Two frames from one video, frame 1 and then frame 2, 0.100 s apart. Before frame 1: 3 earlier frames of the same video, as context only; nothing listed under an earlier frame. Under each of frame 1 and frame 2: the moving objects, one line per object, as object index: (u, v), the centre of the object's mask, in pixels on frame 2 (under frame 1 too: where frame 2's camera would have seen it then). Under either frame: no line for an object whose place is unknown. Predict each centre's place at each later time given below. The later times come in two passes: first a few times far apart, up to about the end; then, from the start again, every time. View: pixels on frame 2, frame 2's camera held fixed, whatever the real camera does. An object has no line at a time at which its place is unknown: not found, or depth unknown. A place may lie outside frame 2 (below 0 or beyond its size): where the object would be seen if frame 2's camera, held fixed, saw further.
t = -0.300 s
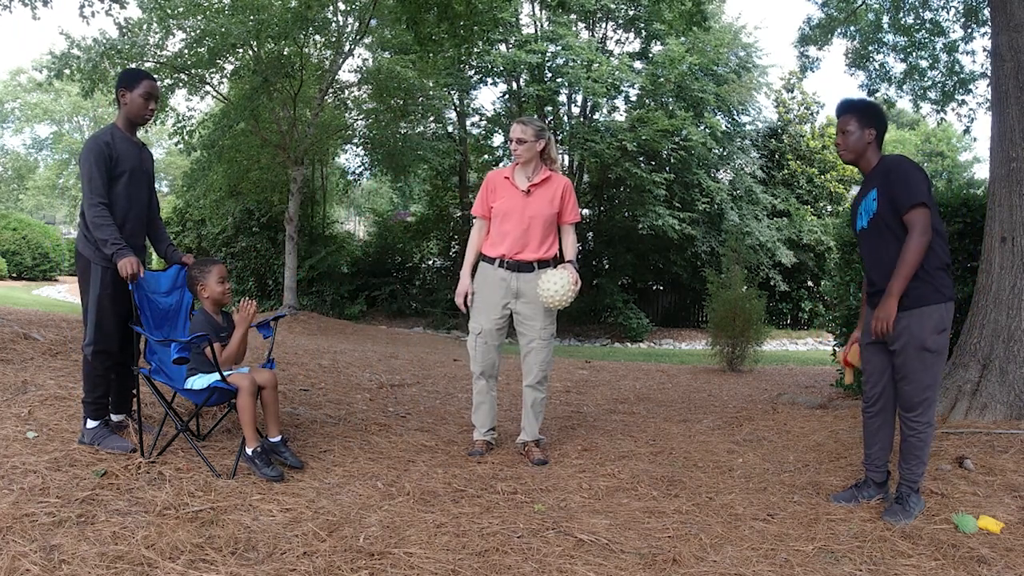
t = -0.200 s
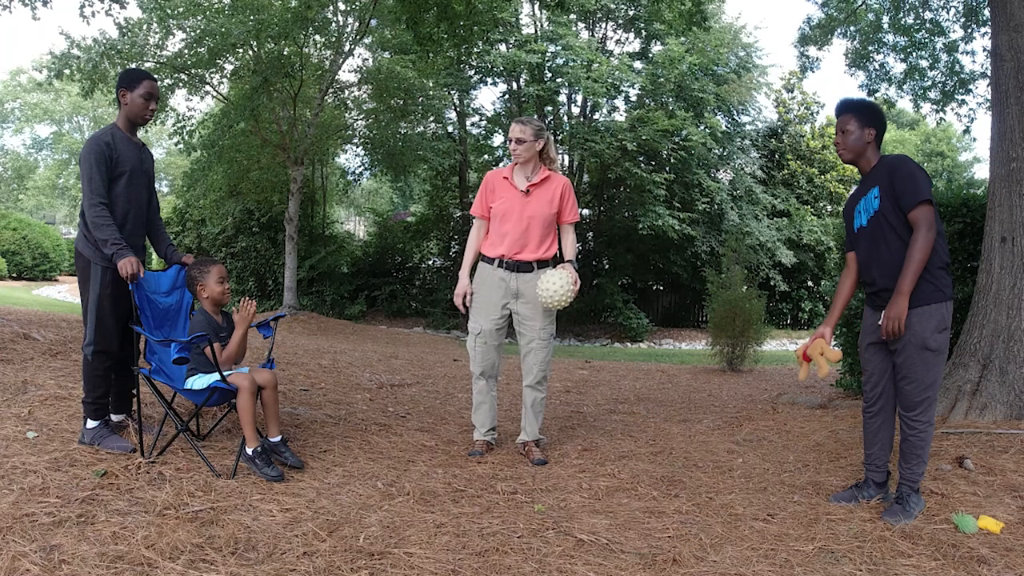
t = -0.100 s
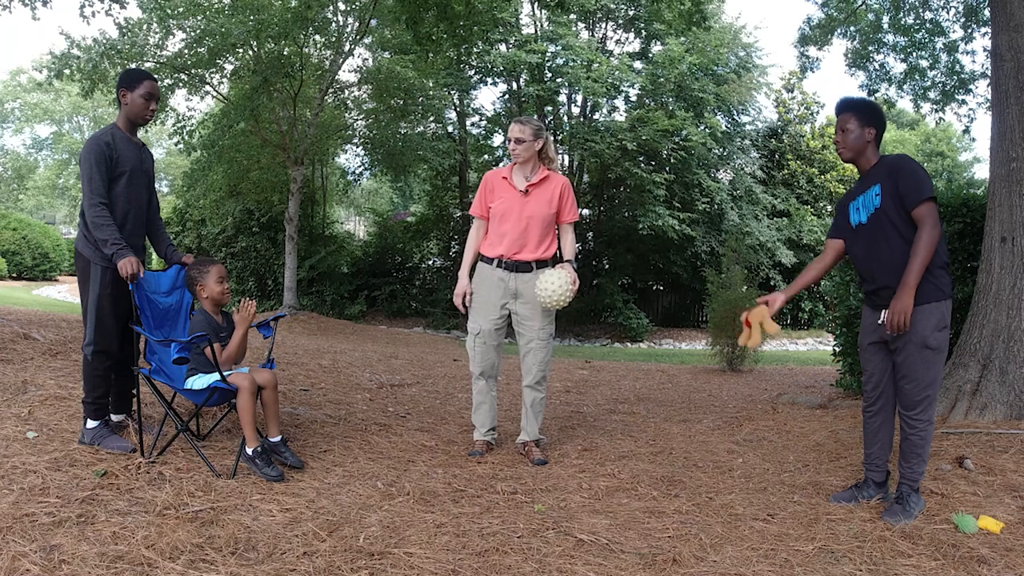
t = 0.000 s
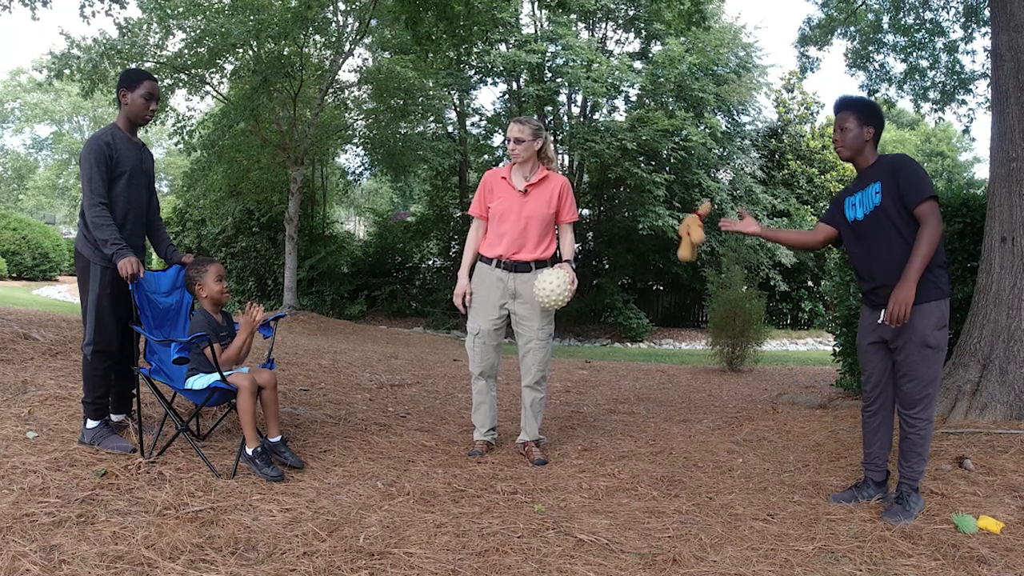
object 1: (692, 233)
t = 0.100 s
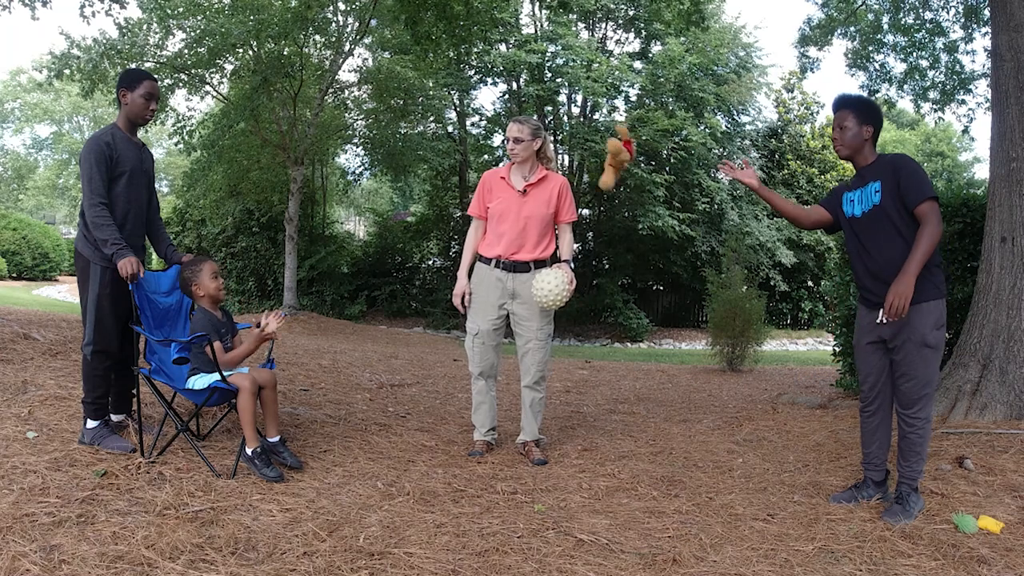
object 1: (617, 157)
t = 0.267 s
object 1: (497, 95)
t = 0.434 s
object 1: (385, 104)
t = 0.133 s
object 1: (591, 139)
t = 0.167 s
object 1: (567, 123)
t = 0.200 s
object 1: (542, 110)
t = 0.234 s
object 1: (519, 101)
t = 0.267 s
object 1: (497, 95)
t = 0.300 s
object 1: (473, 91)
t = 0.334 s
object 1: (451, 90)
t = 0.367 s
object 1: (429, 92)
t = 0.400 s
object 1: (407, 97)
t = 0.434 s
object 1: (385, 104)
